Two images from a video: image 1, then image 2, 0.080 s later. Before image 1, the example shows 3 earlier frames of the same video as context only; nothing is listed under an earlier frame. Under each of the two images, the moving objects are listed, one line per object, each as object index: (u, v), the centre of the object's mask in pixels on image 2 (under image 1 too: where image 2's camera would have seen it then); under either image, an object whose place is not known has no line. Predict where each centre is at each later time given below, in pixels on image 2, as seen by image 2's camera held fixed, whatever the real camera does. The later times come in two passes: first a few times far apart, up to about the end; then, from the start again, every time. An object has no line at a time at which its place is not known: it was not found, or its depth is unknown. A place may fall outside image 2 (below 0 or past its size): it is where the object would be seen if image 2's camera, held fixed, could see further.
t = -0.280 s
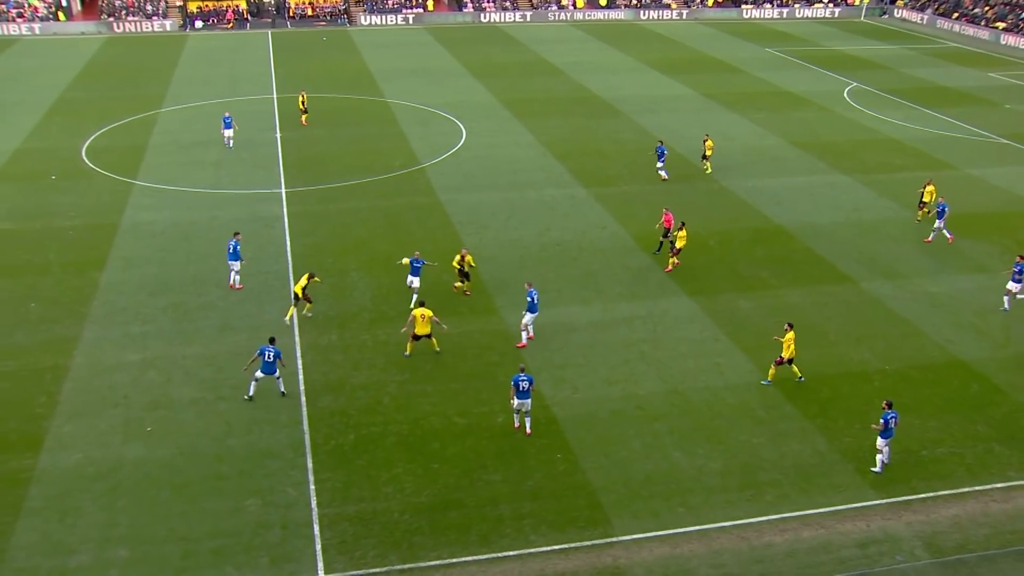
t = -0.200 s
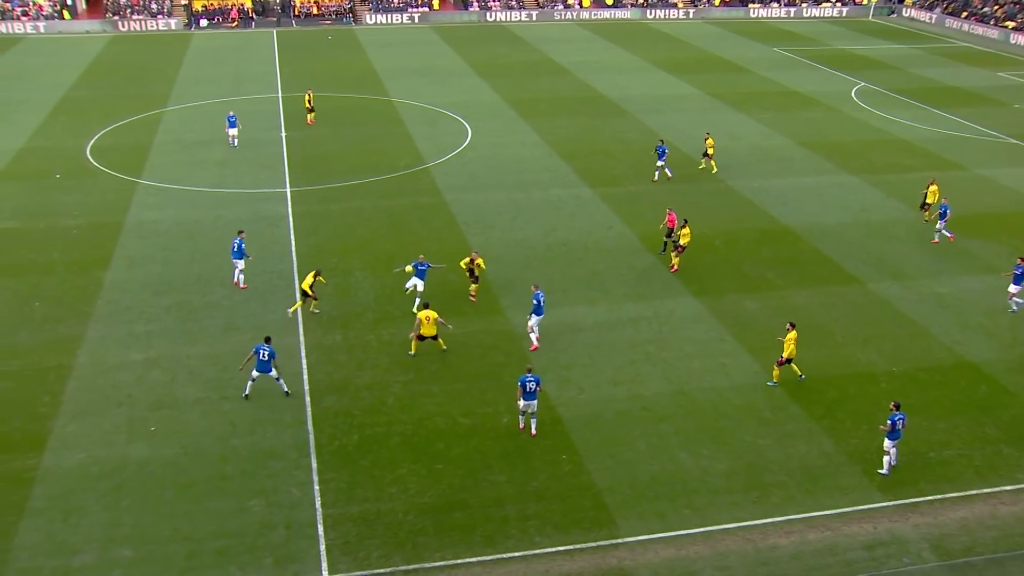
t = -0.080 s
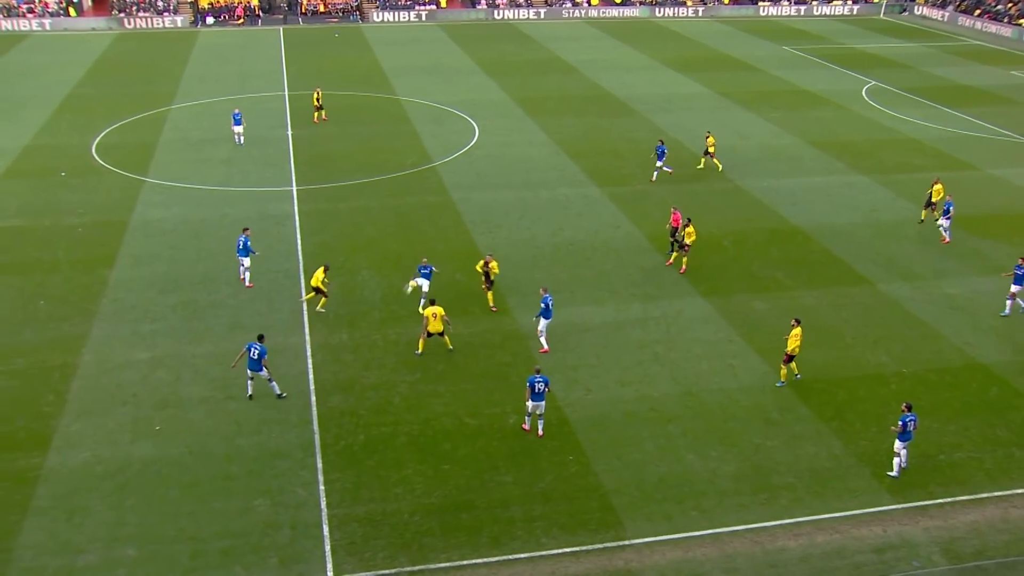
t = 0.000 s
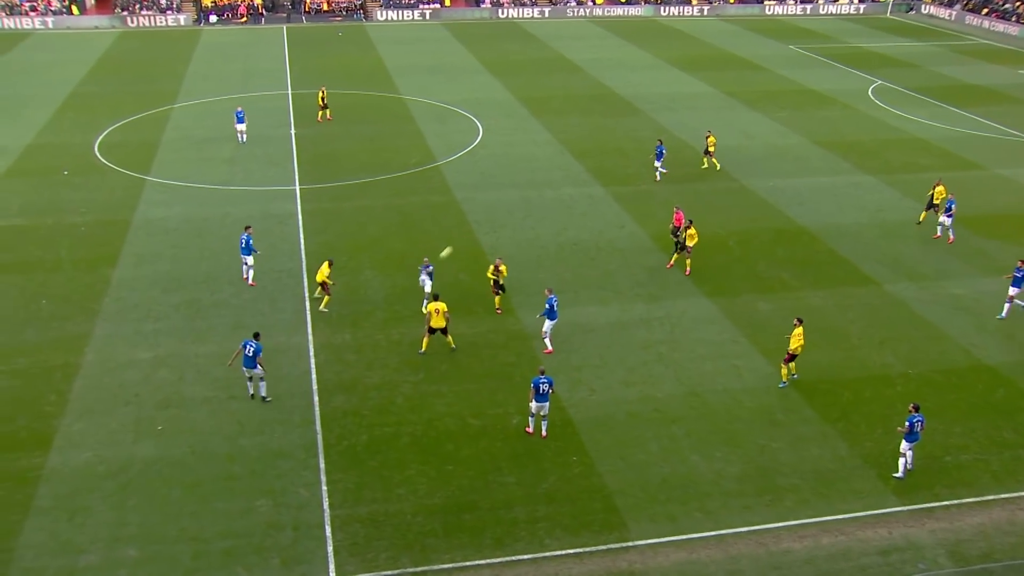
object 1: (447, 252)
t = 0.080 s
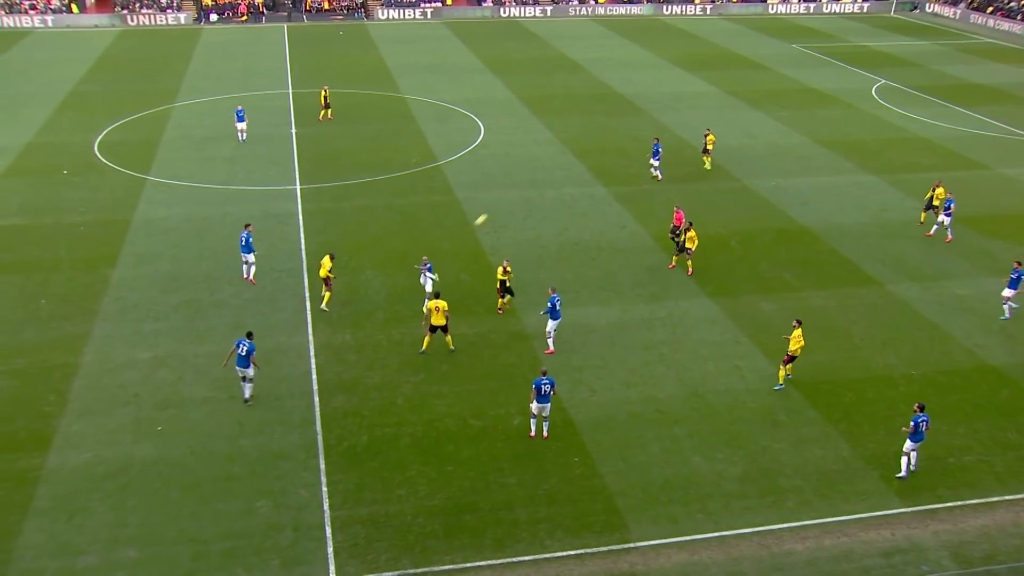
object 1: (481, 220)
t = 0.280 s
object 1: (567, 150)
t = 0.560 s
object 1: (684, 82)
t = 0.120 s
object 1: (498, 204)
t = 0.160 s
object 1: (515, 189)
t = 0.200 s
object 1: (533, 176)
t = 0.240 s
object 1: (550, 163)
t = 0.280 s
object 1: (567, 150)
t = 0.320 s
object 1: (584, 139)
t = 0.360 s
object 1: (601, 127)
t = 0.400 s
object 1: (617, 117)
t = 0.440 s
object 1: (634, 107)
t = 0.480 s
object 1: (651, 98)
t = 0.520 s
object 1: (668, 90)
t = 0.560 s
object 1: (684, 82)
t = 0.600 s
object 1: (700, 76)
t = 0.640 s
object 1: (715, 70)
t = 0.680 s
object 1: (731, 65)
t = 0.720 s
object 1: (747, 60)
